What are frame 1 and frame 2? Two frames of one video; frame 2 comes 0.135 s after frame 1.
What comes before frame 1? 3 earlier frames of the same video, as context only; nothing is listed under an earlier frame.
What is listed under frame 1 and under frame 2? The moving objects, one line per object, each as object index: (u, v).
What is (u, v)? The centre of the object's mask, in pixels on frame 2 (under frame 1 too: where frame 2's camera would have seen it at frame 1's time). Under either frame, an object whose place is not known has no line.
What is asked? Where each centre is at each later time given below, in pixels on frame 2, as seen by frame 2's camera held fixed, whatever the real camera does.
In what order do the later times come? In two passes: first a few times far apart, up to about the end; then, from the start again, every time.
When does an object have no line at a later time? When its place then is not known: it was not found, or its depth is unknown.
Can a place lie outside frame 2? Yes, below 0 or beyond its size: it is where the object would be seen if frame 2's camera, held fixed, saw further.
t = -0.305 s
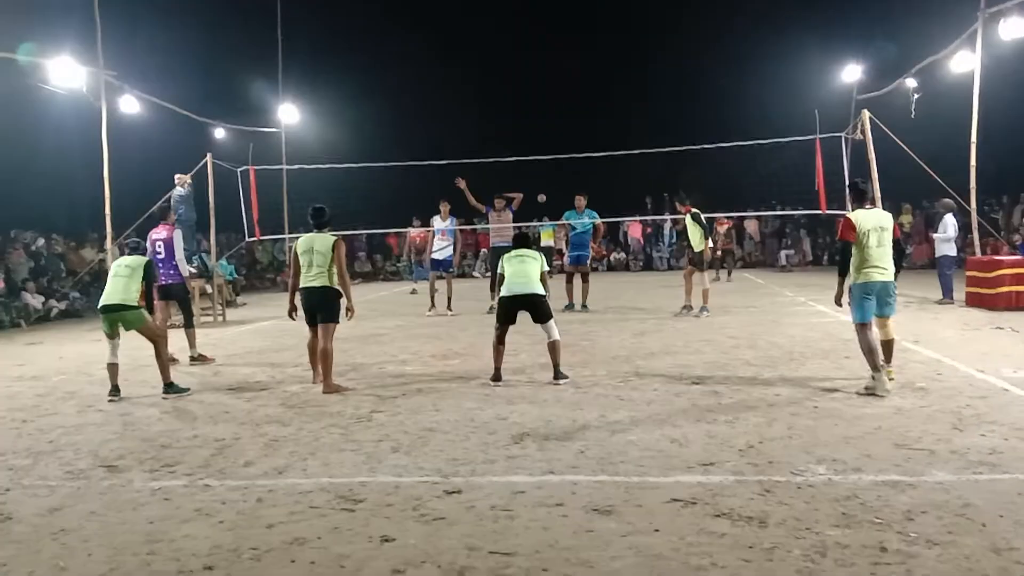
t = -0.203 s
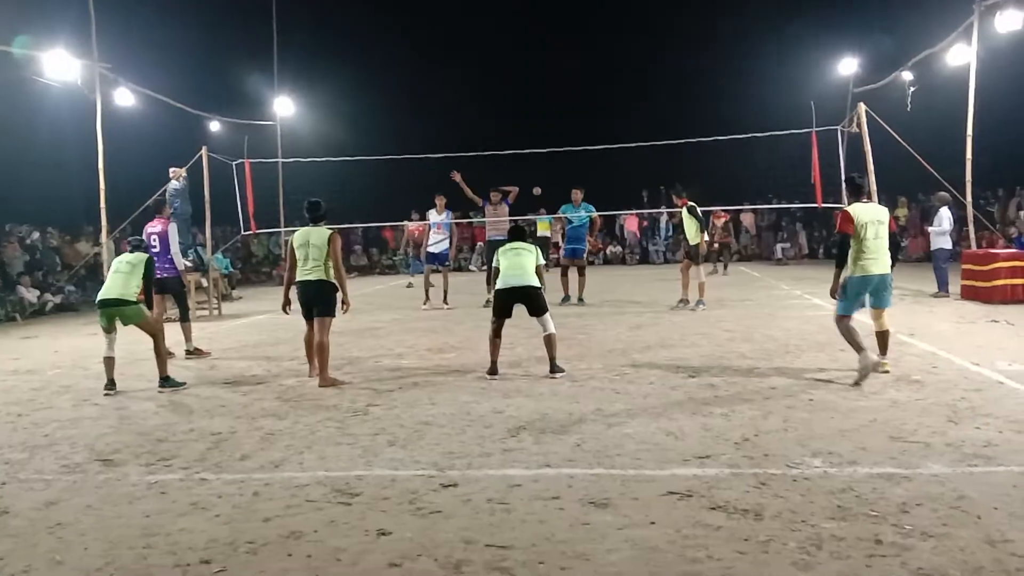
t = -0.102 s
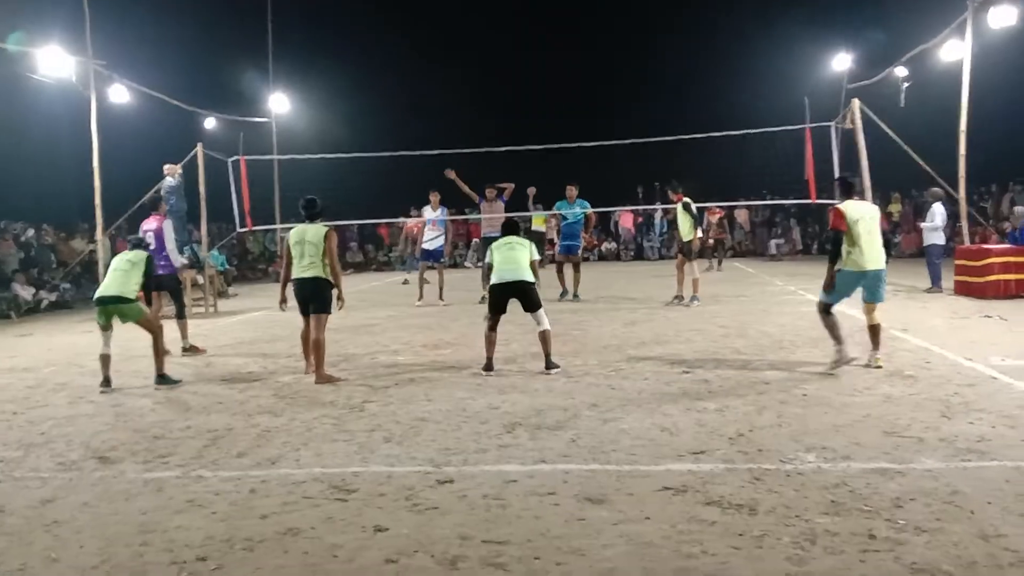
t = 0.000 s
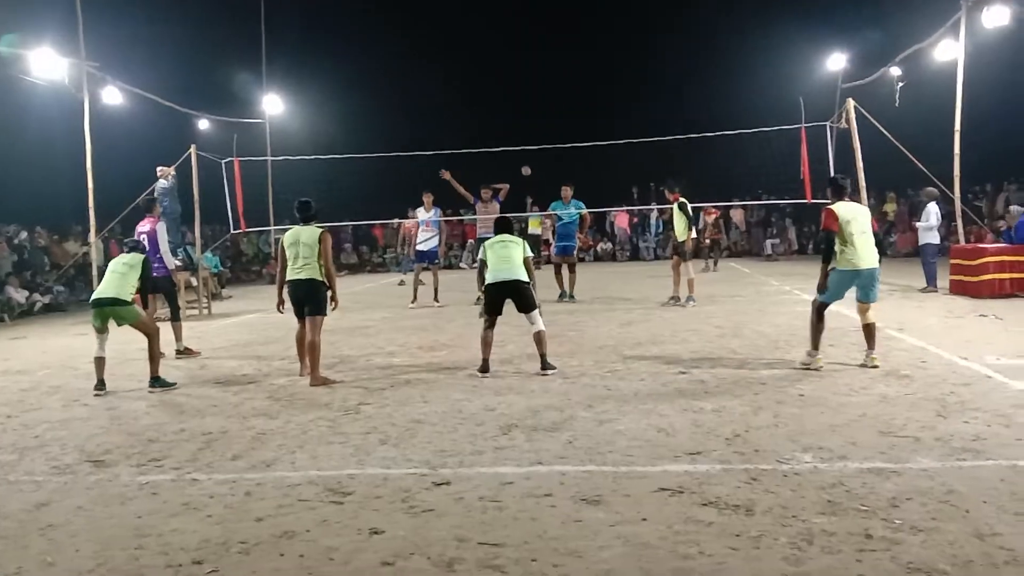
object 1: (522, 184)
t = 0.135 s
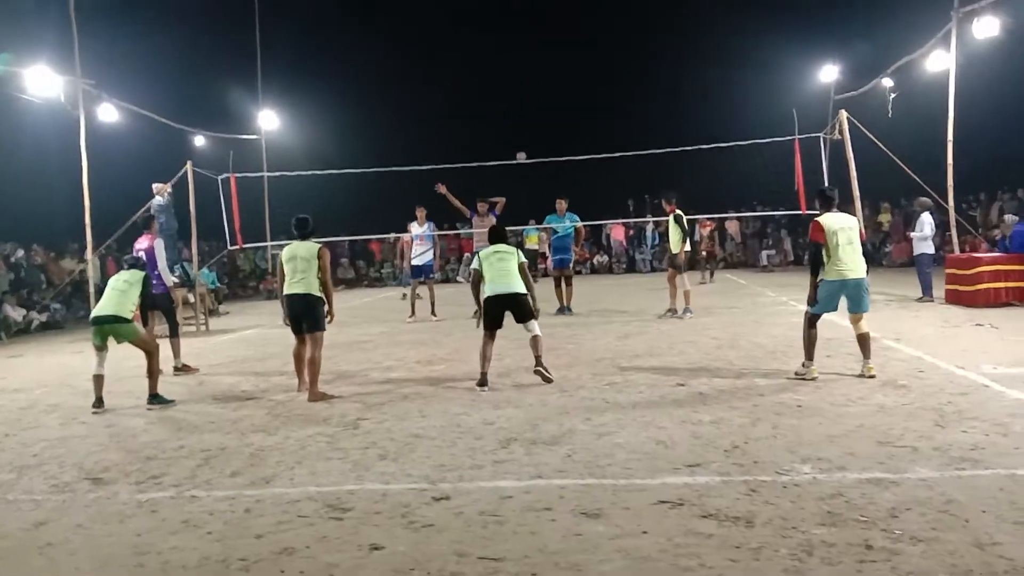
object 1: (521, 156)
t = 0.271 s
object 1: (520, 132)
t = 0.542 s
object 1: (516, 101)
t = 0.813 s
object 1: (513, 99)
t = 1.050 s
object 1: (510, 133)
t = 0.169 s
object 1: (521, 150)
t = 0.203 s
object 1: (521, 144)
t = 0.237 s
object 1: (520, 138)
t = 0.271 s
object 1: (520, 132)
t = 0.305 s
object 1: (519, 127)
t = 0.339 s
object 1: (519, 122)
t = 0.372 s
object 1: (519, 118)
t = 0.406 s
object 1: (519, 114)
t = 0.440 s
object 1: (517, 110)
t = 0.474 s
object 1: (517, 106)
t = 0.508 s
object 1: (516, 103)
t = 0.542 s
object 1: (516, 101)
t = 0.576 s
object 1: (515, 98)
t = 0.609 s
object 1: (515, 97)
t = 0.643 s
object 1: (515, 96)
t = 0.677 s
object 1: (514, 95)
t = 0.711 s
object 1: (514, 95)
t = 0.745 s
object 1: (514, 95)
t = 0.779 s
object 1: (513, 97)
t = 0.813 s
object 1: (513, 99)
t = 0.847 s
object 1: (512, 101)
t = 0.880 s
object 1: (512, 104)
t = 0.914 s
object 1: (512, 108)
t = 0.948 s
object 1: (511, 113)
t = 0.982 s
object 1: (511, 119)
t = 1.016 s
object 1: (511, 125)
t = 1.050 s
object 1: (510, 133)
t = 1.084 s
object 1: (510, 141)
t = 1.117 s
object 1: (511, 151)
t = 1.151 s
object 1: (512, 161)
